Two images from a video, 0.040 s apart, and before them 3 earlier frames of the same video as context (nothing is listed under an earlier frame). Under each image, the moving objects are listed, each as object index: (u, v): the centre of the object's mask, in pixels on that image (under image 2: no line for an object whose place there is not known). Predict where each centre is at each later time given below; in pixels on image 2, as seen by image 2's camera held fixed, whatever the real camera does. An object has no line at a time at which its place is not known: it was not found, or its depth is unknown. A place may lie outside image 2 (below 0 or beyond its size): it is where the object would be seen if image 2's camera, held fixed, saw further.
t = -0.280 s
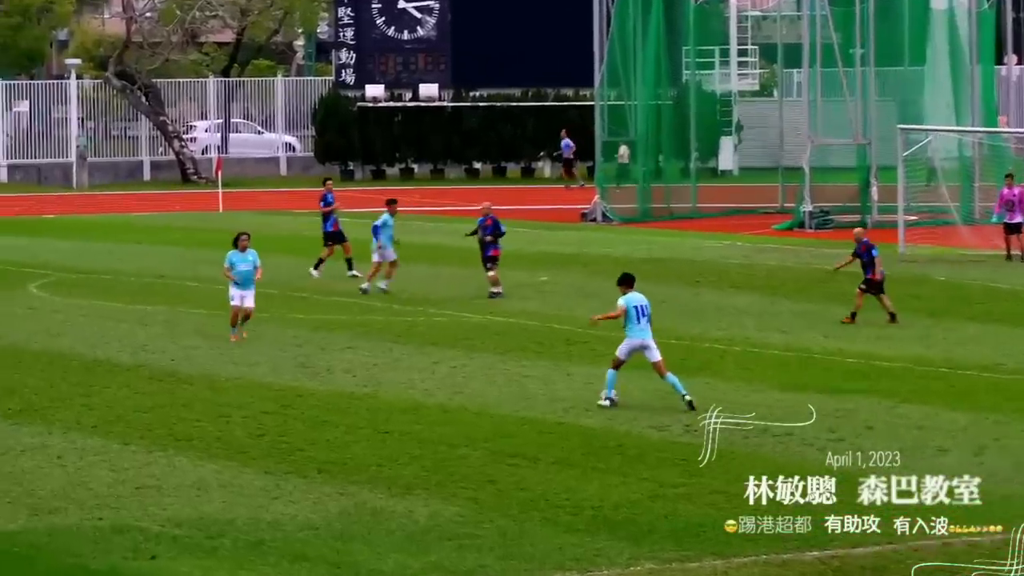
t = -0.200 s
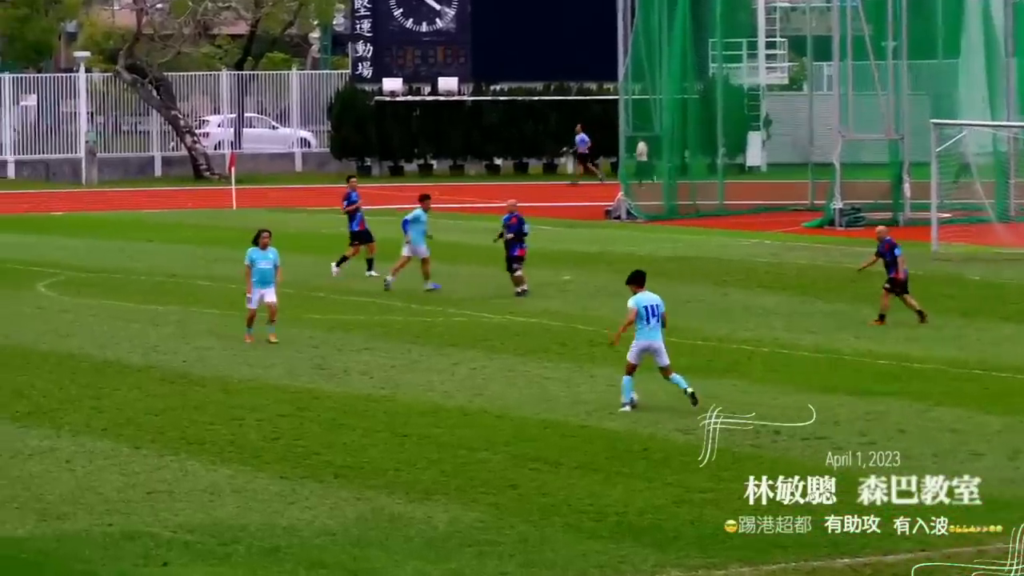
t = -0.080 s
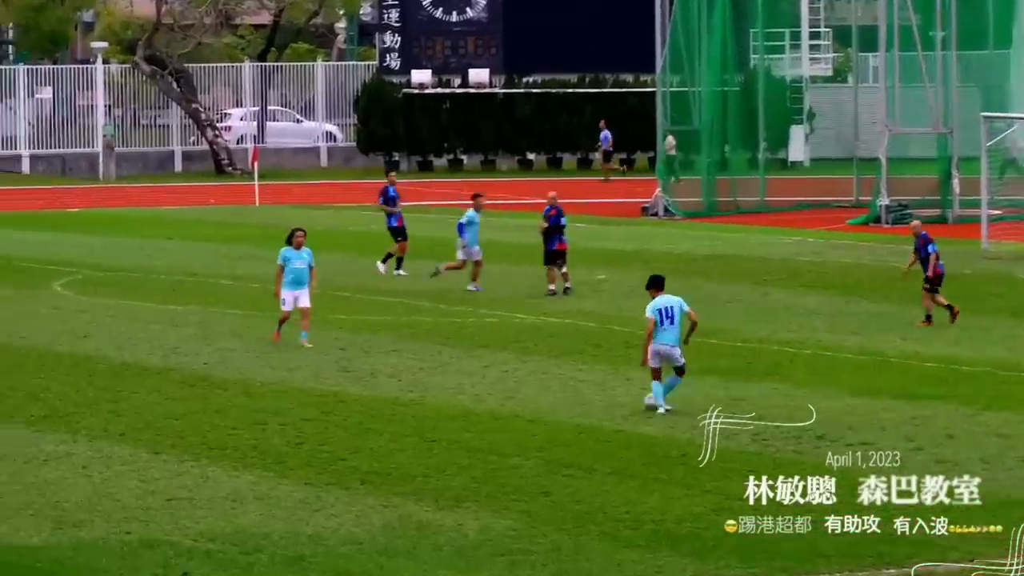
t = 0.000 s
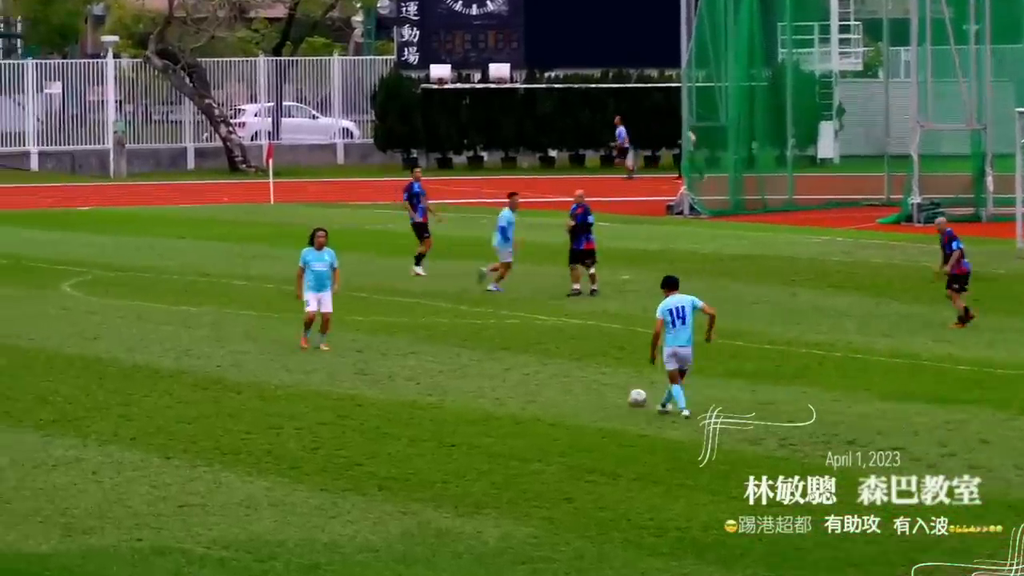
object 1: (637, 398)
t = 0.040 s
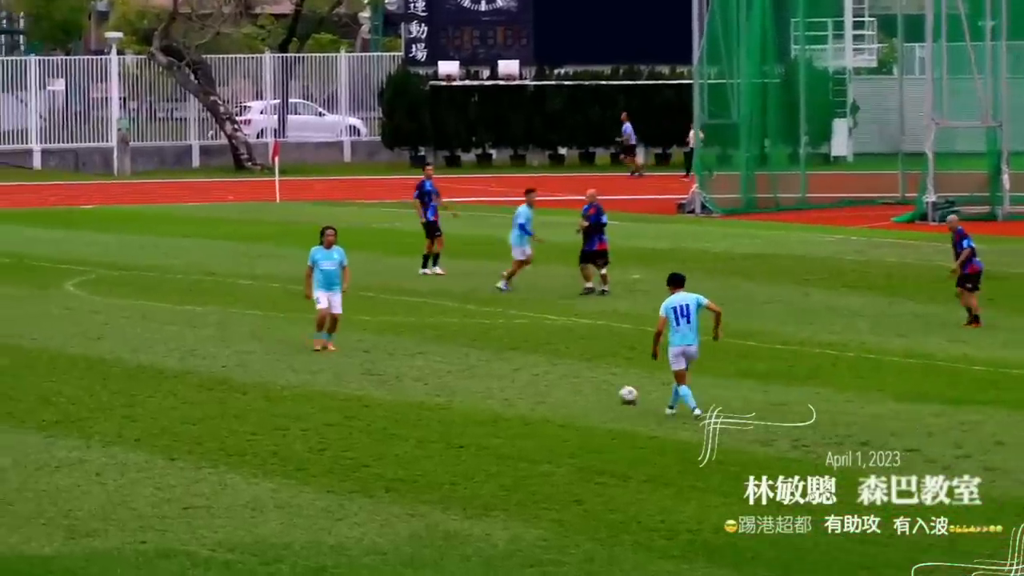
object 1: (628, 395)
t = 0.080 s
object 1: (610, 393)
